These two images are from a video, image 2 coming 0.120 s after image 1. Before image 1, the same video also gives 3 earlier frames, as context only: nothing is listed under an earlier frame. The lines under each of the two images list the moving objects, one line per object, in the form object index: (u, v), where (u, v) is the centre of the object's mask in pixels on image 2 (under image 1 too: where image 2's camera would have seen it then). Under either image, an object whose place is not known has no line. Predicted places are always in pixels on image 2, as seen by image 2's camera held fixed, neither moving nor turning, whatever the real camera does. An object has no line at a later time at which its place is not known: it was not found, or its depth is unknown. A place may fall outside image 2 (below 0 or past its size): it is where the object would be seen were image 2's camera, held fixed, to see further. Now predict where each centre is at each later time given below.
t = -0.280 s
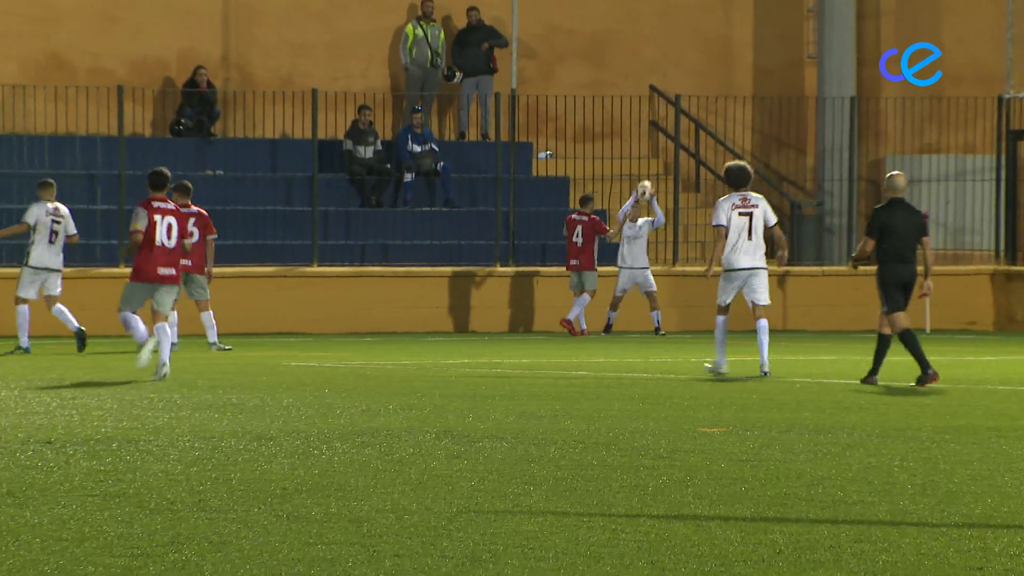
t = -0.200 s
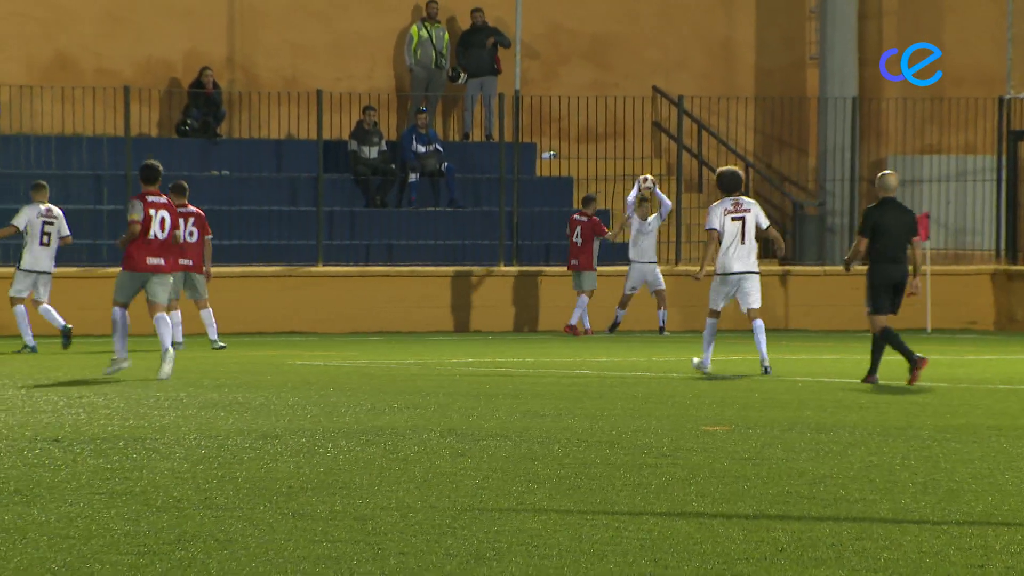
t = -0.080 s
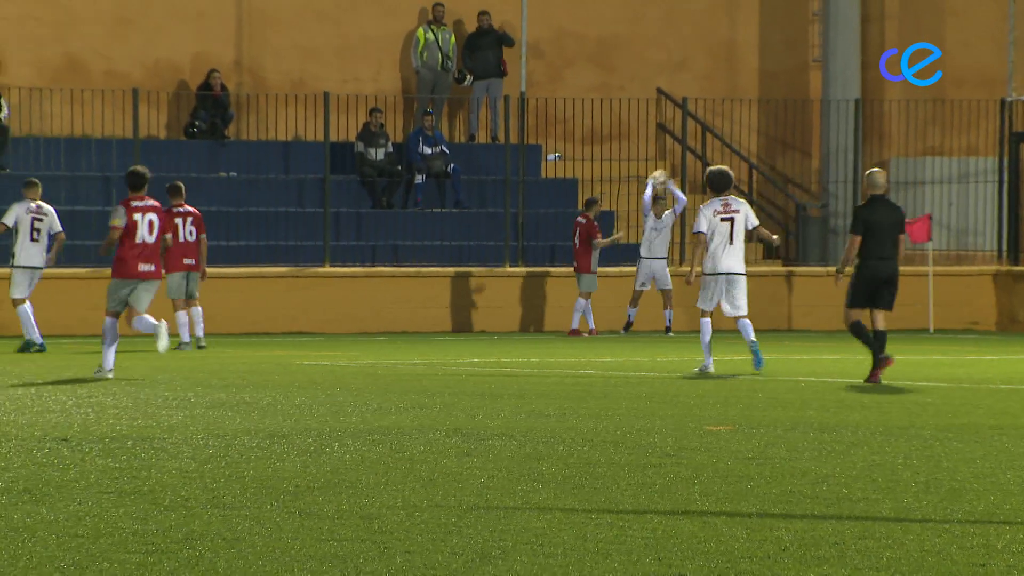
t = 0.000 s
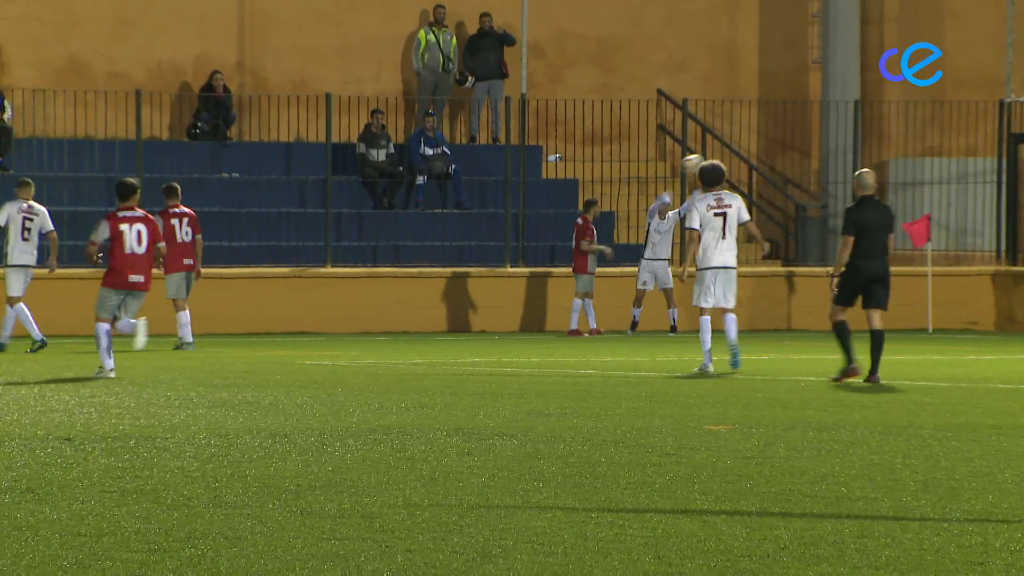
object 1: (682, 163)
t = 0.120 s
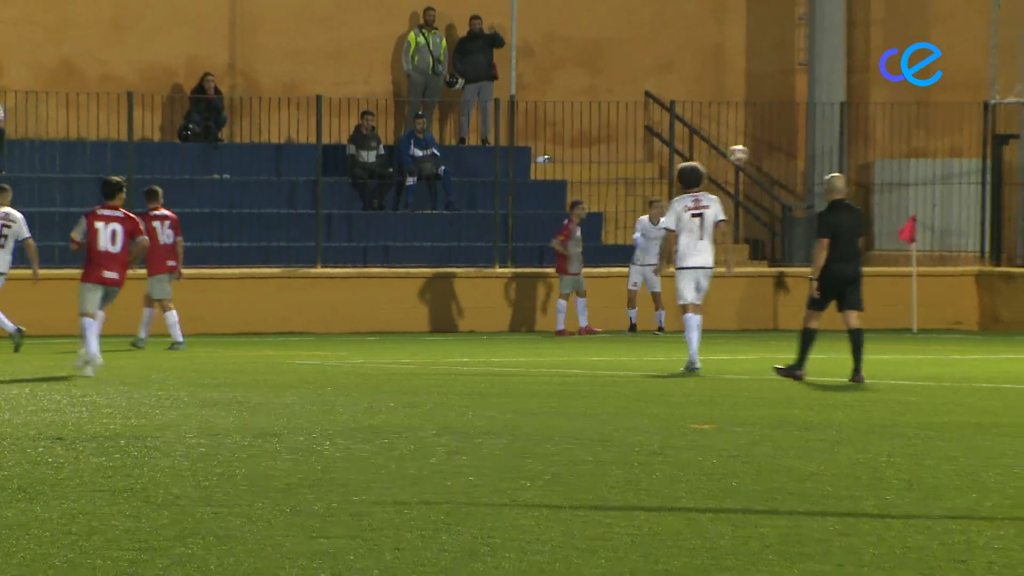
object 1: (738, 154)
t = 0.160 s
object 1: (755, 152)
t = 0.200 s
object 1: (768, 154)
